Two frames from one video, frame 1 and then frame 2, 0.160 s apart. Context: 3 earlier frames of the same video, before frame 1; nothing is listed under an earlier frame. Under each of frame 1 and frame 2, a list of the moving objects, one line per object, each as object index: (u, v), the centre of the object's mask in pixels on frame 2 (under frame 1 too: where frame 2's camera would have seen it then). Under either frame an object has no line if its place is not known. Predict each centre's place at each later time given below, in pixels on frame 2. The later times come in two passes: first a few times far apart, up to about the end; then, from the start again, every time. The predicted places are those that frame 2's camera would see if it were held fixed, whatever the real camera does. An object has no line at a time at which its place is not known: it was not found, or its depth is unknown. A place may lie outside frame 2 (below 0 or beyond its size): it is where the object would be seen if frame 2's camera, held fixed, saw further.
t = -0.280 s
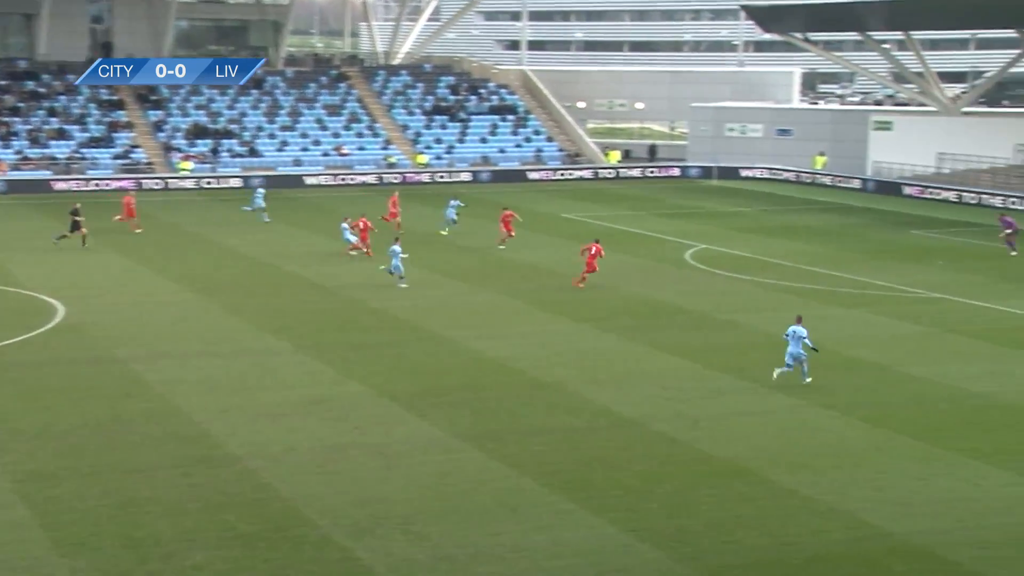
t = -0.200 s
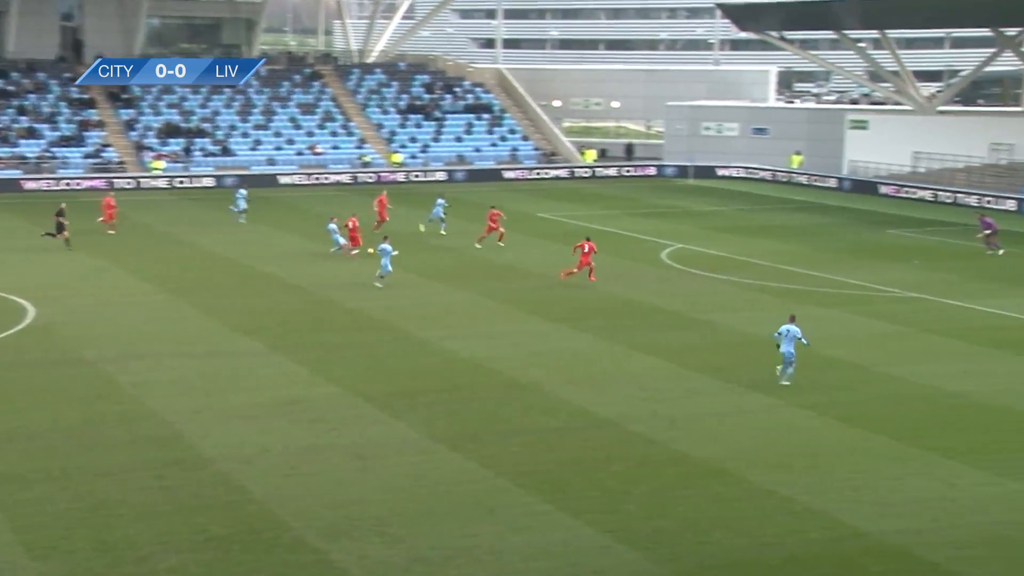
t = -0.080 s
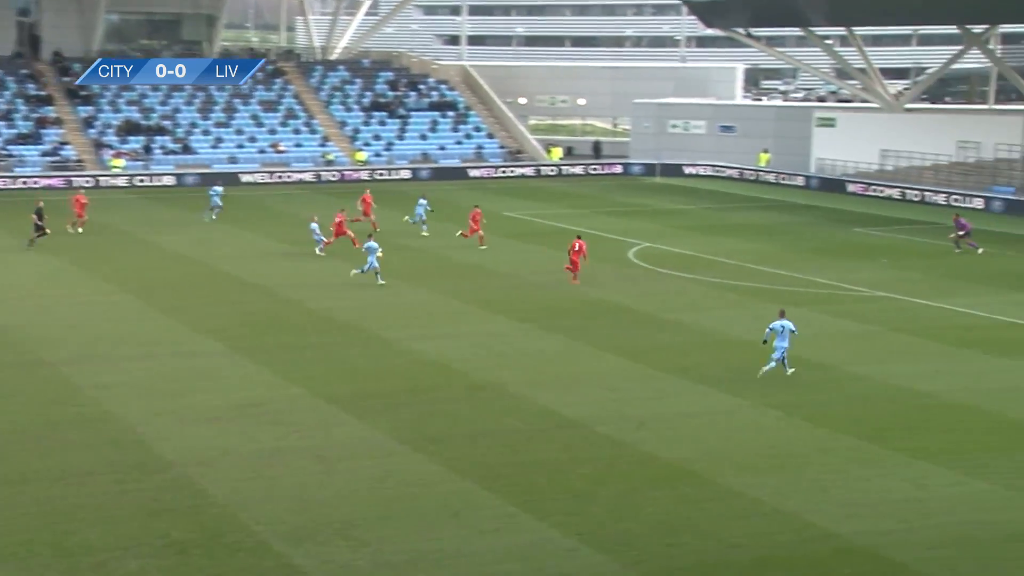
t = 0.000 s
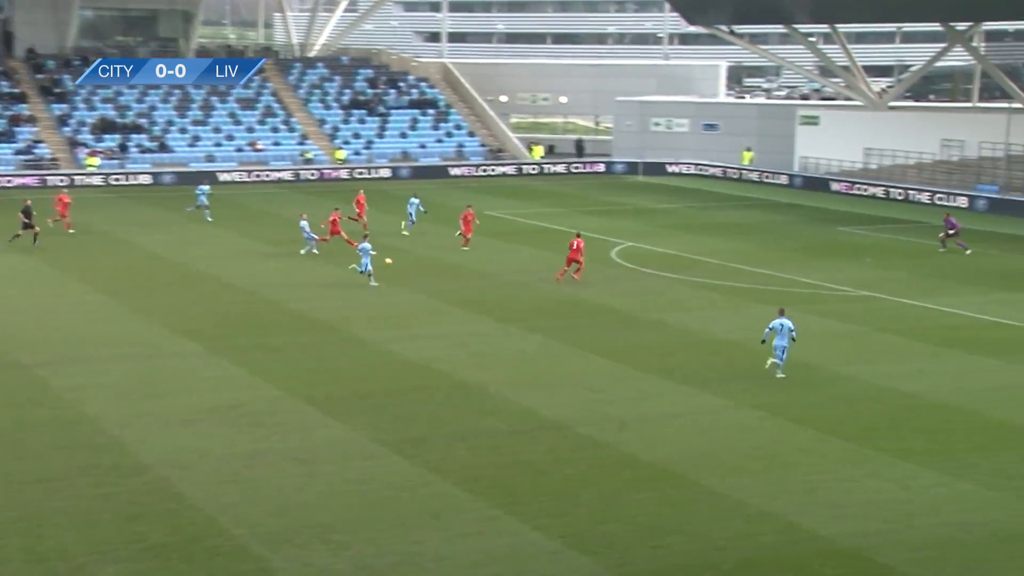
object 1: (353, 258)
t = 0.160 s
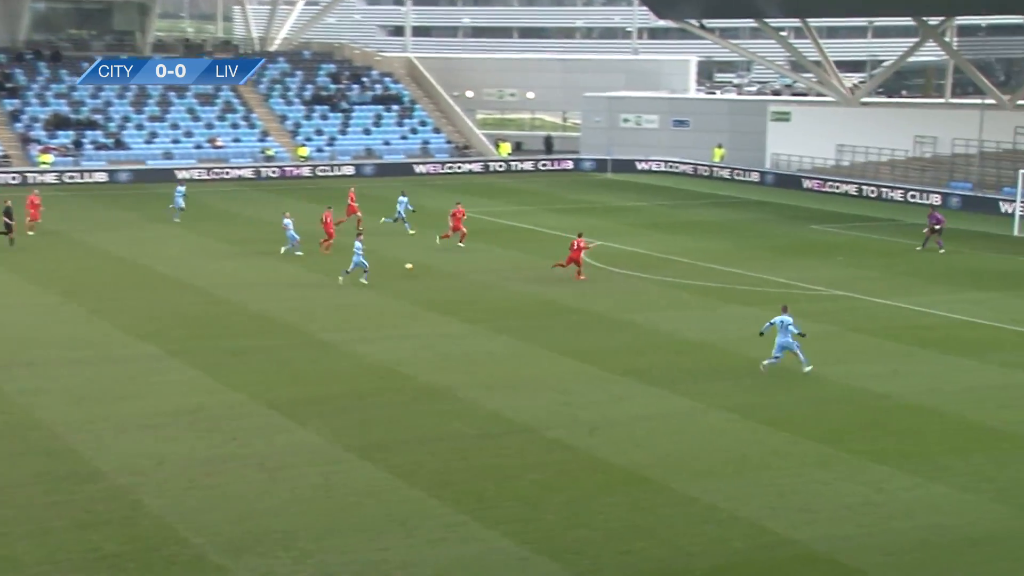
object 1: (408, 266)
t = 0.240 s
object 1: (435, 270)
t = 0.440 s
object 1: (502, 288)
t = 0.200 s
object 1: (422, 268)
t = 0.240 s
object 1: (435, 270)
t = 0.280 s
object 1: (449, 273)
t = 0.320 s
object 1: (463, 278)
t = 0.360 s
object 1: (476, 283)
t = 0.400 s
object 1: (490, 287)
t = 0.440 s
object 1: (502, 288)
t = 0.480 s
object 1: (514, 289)
